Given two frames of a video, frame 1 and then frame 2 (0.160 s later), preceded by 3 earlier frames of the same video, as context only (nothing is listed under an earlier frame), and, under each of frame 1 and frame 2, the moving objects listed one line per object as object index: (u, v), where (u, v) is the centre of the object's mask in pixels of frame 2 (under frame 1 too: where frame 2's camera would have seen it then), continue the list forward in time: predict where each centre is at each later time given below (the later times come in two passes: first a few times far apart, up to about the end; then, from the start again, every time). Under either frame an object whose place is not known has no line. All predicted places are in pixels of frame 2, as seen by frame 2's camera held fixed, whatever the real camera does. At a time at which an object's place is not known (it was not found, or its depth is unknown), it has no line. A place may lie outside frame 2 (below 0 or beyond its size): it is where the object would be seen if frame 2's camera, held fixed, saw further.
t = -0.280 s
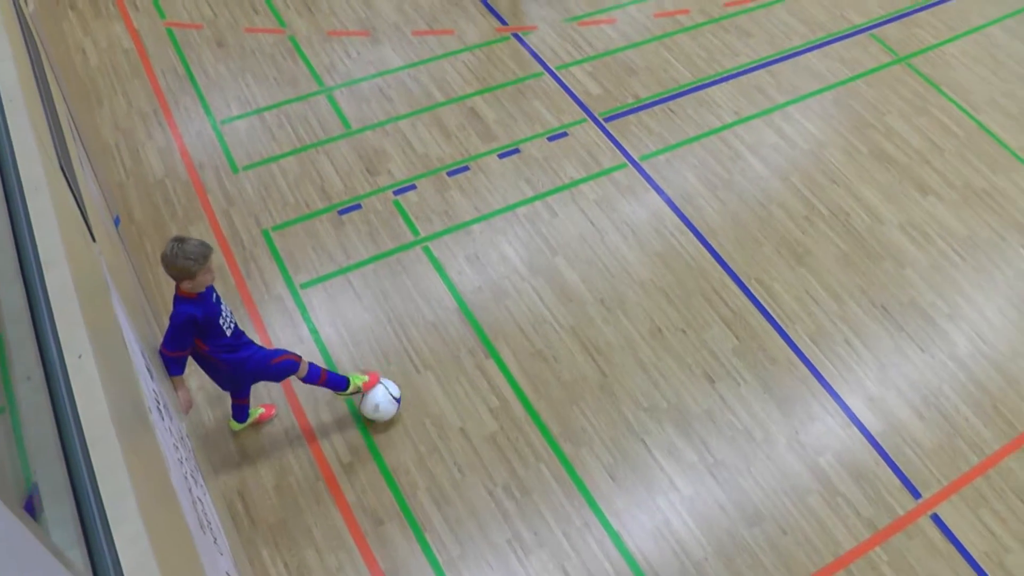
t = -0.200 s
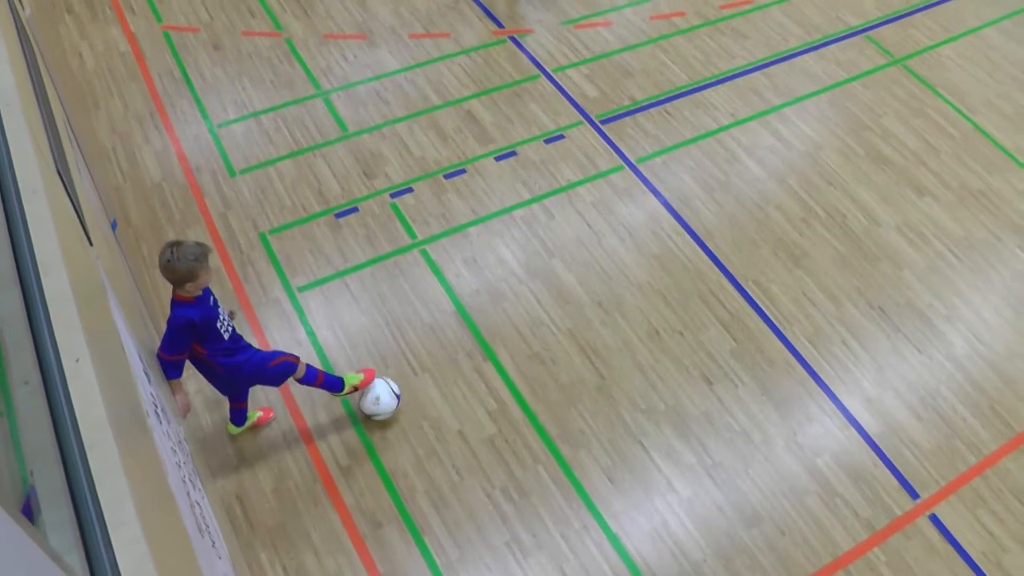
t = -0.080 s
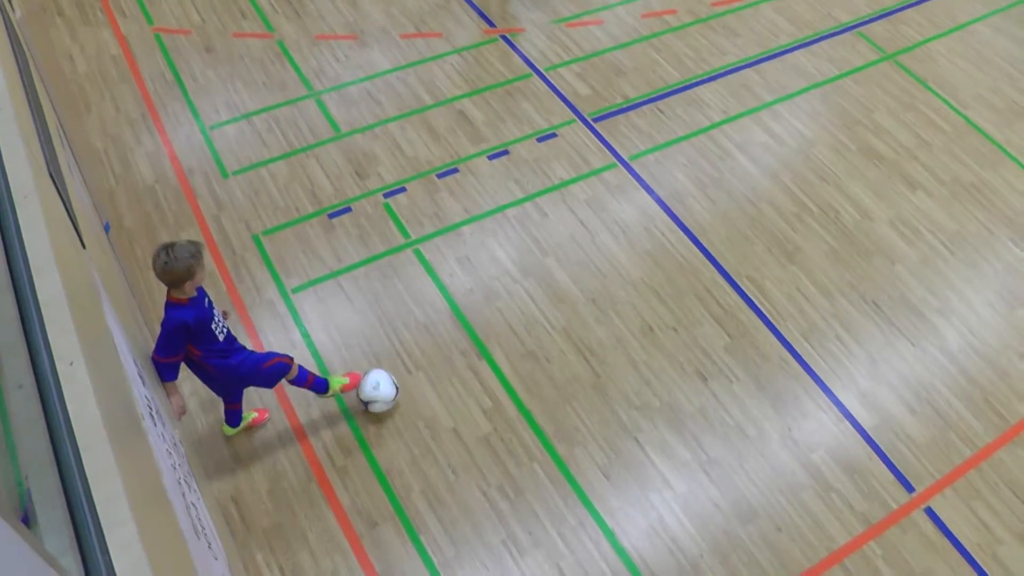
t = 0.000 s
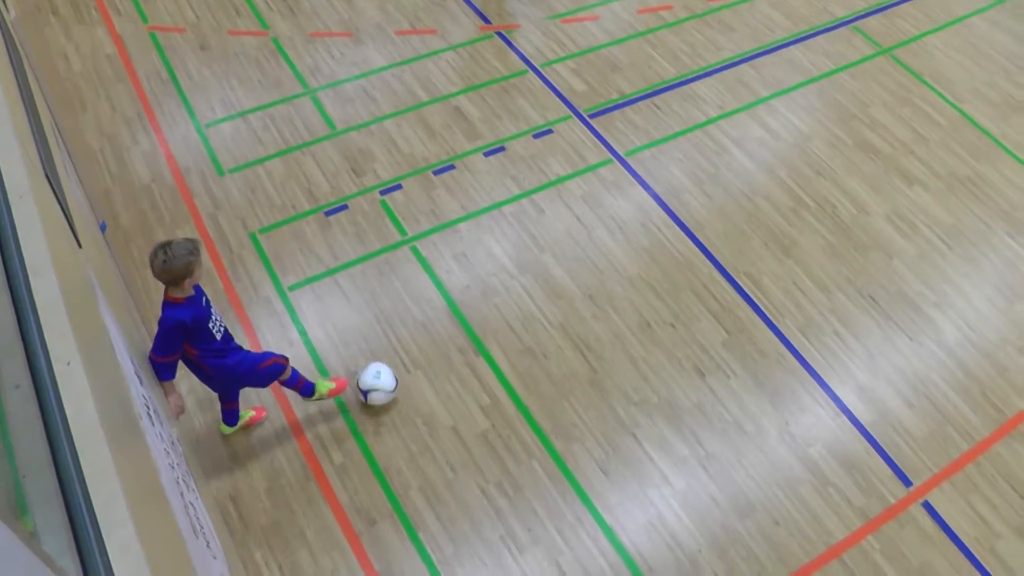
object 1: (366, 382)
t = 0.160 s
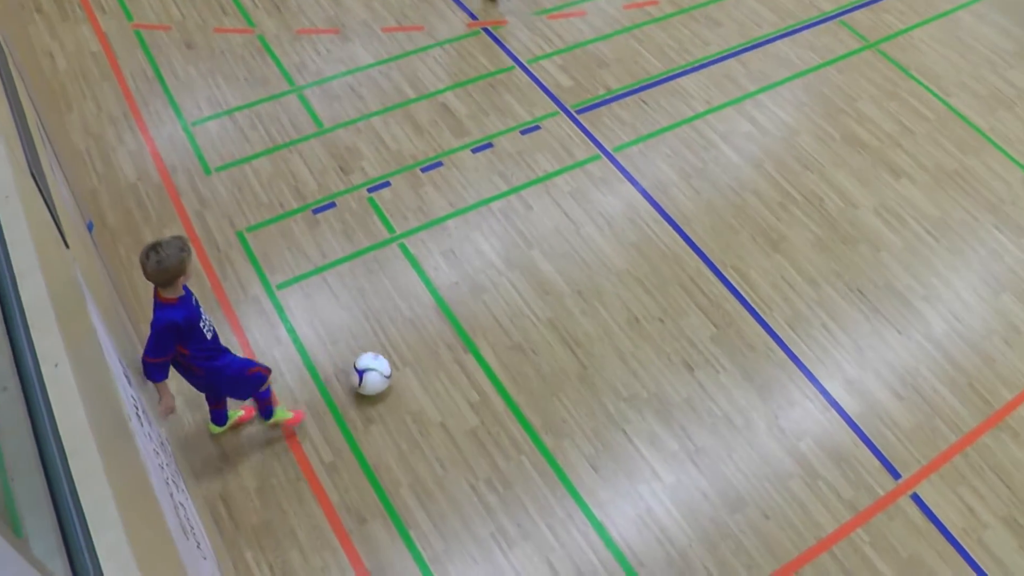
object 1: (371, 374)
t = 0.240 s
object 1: (374, 370)
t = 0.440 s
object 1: (382, 358)
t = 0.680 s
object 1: (394, 343)
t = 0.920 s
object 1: (406, 330)
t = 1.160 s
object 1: (417, 318)
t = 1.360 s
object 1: (424, 310)
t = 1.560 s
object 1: (430, 303)
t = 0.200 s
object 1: (373, 372)
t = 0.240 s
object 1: (374, 370)
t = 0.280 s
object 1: (375, 367)
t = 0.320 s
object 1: (377, 365)
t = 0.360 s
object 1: (379, 363)
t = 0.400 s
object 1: (380, 360)
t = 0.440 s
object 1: (382, 358)
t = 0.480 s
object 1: (384, 356)
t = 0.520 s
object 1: (386, 353)
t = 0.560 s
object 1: (389, 350)
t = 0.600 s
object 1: (390, 348)
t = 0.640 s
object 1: (392, 346)
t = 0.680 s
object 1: (394, 343)
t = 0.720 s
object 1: (396, 342)
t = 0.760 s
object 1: (399, 339)
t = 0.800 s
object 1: (401, 337)
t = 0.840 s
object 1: (403, 334)
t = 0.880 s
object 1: (404, 332)
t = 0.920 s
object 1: (406, 330)
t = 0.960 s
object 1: (409, 327)
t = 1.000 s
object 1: (410, 325)
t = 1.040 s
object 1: (412, 324)
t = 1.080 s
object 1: (414, 322)
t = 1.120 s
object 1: (415, 320)
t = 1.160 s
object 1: (417, 318)
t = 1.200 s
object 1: (418, 316)
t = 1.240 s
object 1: (420, 314)
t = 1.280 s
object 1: (421, 313)
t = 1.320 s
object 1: (423, 311)
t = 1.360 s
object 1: (424, 310)
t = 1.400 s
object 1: (425, 309)
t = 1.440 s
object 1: (427, 307)
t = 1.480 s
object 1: (428, 306)
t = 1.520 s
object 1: (429, 304)
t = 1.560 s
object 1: (430, 303)
